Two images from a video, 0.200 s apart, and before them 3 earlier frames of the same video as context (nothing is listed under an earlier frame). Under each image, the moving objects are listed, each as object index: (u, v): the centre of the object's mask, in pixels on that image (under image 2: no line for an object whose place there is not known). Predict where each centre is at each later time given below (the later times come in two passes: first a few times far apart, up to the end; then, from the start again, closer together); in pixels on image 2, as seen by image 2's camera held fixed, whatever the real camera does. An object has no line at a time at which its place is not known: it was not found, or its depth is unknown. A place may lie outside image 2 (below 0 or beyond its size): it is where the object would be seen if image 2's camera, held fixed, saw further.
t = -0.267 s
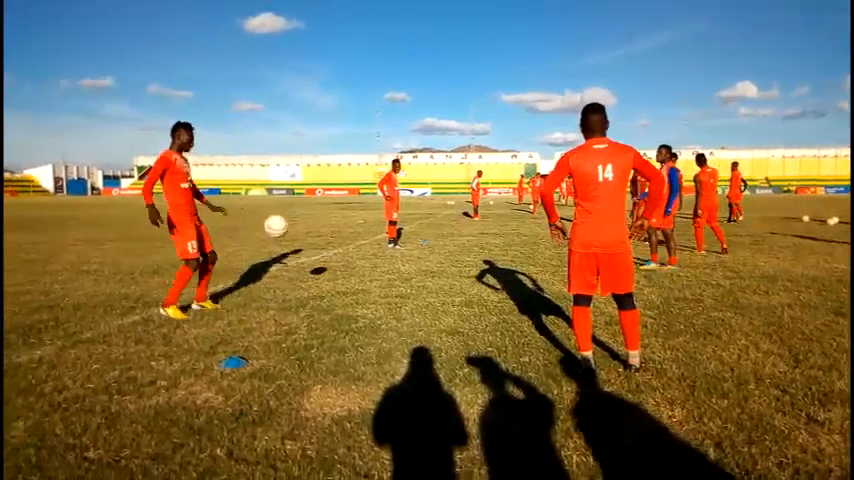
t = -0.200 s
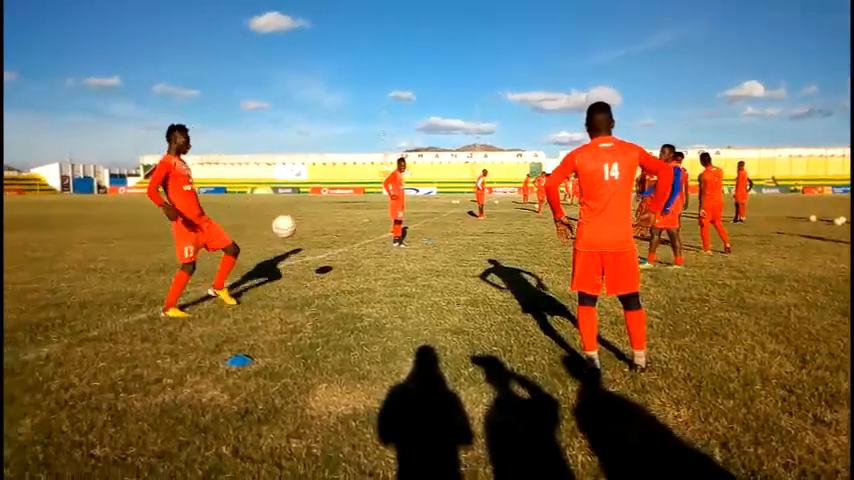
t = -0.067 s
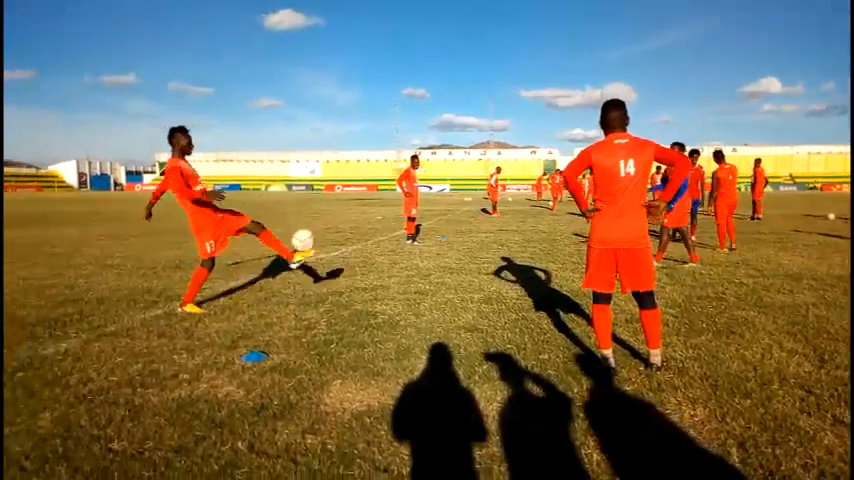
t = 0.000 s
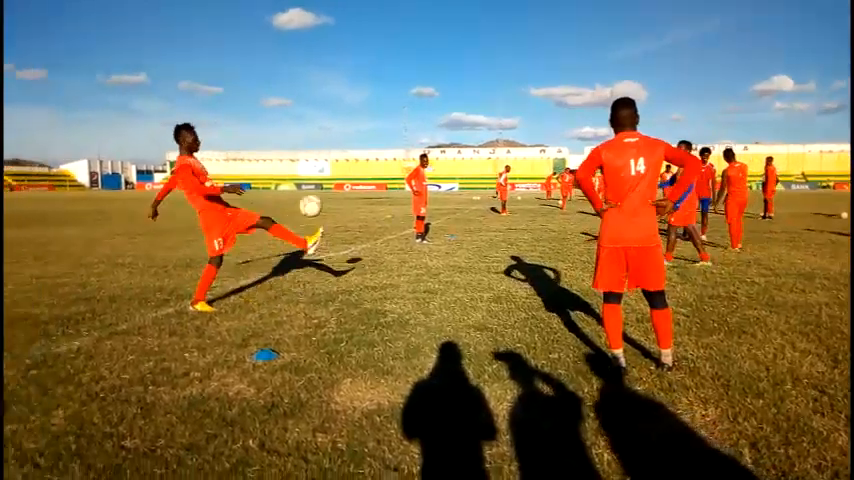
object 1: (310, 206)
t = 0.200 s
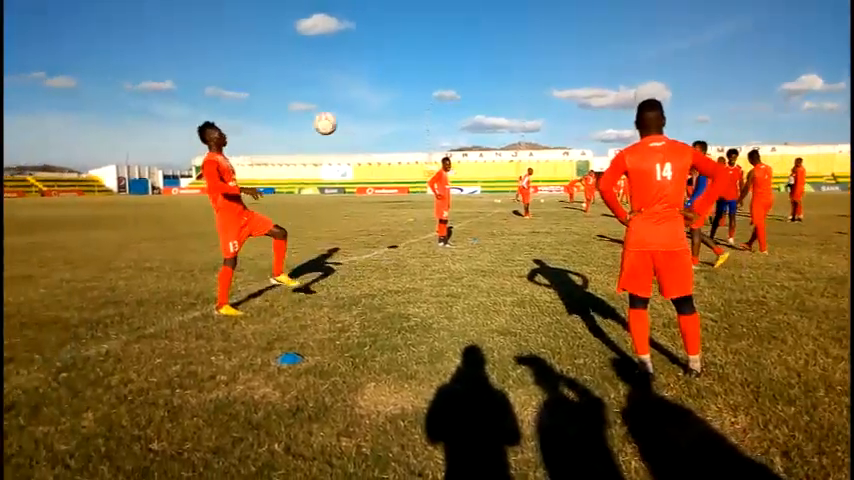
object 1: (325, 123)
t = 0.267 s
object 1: (322, 103)
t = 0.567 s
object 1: (310, 66)
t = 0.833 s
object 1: (300, 111)
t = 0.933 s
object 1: (297, 147)
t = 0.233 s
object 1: (323, 112)
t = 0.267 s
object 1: (322, 103)
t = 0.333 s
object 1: (320, 86)
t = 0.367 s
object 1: (318, 80)
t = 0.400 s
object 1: (317, 75)
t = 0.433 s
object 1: (316, 71)
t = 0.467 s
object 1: (315, 69)
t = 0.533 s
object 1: (312, 66)
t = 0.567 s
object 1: (310, 66)
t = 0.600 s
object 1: (309, 68)
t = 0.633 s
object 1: (308, 71)
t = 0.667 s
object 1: (306, 75)
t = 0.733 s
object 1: (304, 86)
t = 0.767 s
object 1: (302, 93)
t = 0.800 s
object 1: (301, 102)
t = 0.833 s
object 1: (300, 111)
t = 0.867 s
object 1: (298, 122)
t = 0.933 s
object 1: (297, 147)
